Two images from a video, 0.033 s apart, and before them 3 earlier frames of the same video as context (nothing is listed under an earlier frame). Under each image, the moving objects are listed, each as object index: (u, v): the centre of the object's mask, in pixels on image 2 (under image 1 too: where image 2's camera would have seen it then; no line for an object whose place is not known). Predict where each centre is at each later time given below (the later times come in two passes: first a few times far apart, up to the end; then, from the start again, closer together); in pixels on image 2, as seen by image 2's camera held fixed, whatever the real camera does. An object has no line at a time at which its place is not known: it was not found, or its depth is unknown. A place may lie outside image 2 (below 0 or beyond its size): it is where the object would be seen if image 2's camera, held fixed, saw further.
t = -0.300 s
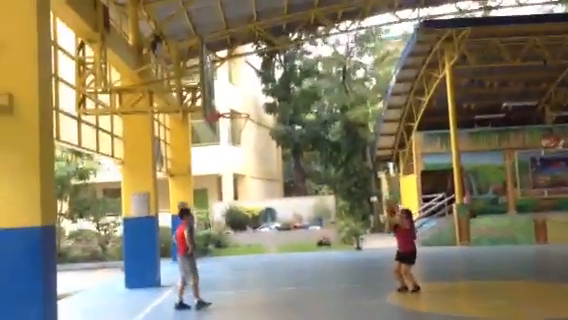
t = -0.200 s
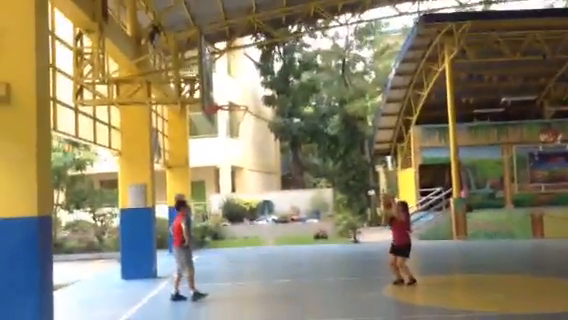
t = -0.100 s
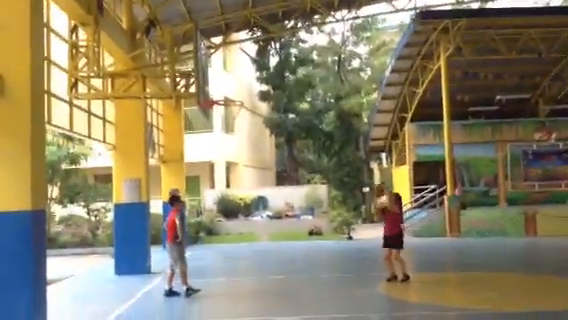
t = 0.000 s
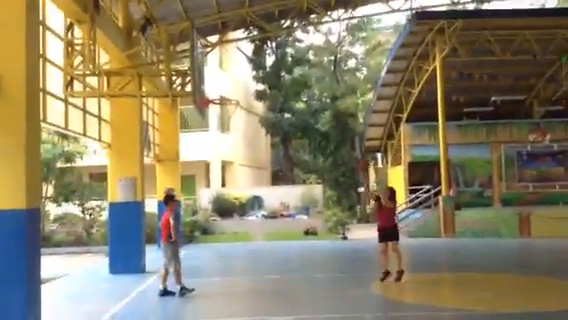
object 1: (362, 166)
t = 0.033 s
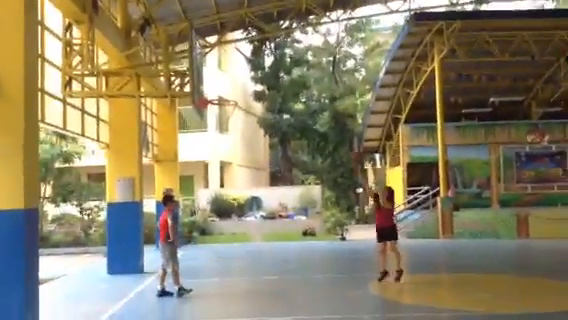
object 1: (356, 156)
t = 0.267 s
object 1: (320, 104)
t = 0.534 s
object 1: (277, 82)
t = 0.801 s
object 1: (231, 97)
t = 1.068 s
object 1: (208, 115)
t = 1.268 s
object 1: (210, 133)
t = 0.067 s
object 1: (352, 149)
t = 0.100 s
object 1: (347, 140)
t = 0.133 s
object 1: (341, 131)
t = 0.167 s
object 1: (334, 123)
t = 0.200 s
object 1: (330, 117)
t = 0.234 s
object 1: (327, 110)
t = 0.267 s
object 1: (320, 104)
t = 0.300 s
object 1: (314, 99)
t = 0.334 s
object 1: (308, 95)
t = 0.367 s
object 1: (303, 90)
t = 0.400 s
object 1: (298, 87)
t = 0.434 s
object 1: (292, 87)
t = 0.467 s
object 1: (287, 82)
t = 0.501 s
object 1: (283, 82)
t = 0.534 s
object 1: (277, 82)
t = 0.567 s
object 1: (270, 85)
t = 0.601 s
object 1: (263, 82)
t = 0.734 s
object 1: (242, 90)
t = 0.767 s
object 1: (236, 93)
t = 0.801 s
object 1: (231, 97)
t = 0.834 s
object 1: (226, 100)
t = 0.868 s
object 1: (222, 103)
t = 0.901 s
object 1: (216, 106)
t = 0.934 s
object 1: (212, 109)
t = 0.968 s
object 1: (210, 110)
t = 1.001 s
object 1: (209, 112)
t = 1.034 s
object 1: (209, 113)
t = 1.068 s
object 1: (208, 115)
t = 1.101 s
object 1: (208, 117)
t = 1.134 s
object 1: (208, 118)
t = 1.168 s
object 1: (209, 121)
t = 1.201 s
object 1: (209, 125)
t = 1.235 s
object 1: (209, 129)
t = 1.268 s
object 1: (210, 133)
